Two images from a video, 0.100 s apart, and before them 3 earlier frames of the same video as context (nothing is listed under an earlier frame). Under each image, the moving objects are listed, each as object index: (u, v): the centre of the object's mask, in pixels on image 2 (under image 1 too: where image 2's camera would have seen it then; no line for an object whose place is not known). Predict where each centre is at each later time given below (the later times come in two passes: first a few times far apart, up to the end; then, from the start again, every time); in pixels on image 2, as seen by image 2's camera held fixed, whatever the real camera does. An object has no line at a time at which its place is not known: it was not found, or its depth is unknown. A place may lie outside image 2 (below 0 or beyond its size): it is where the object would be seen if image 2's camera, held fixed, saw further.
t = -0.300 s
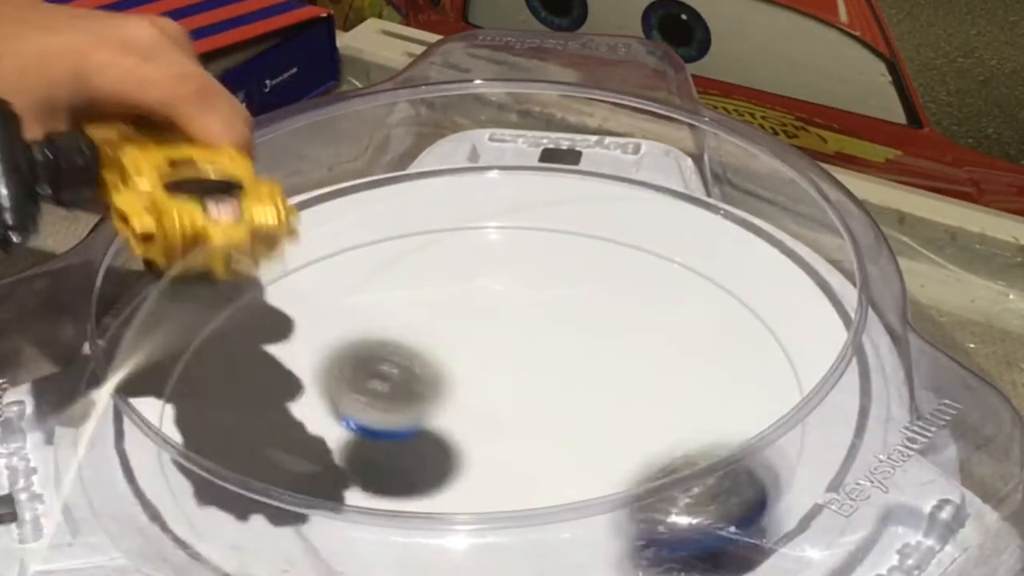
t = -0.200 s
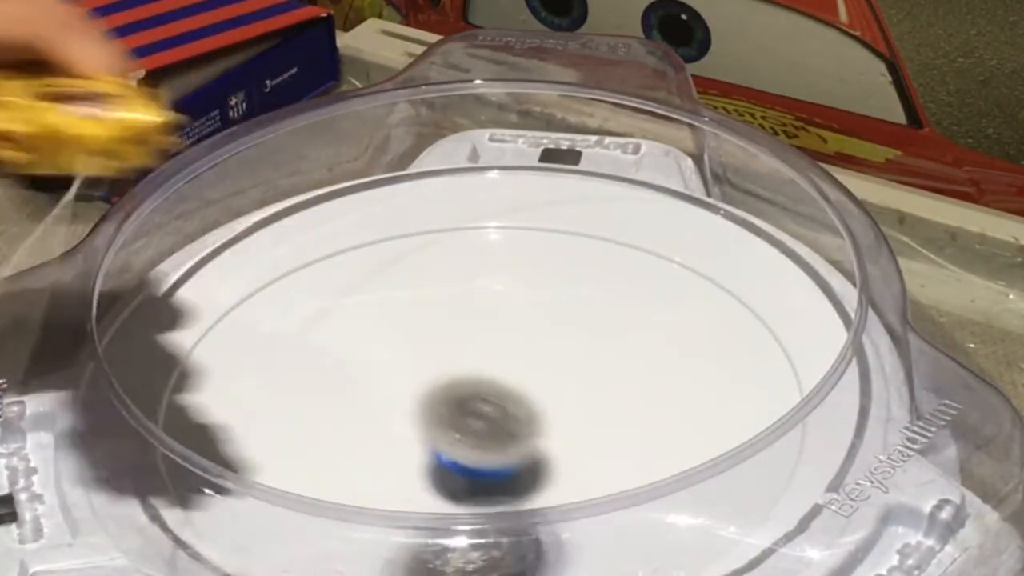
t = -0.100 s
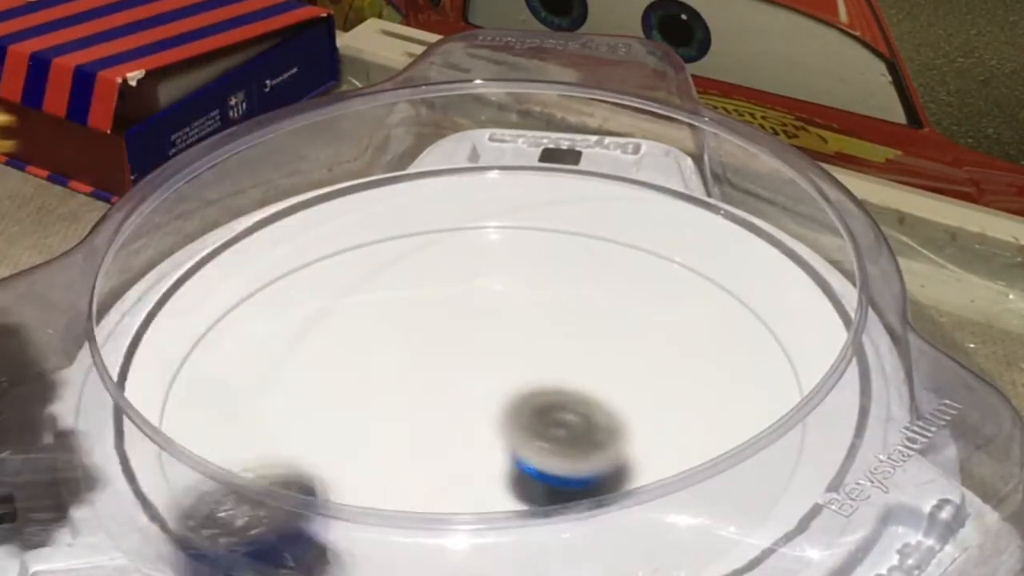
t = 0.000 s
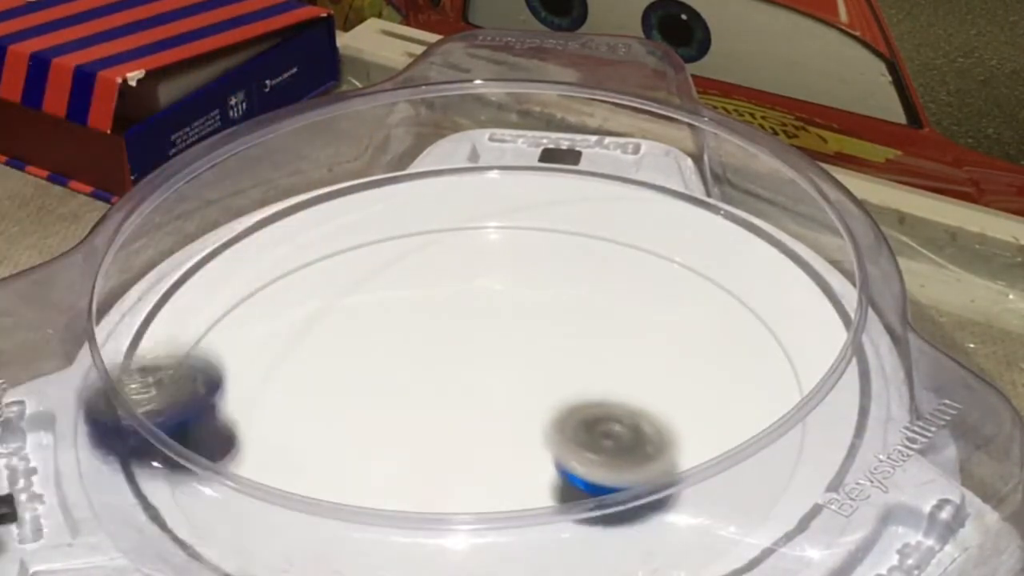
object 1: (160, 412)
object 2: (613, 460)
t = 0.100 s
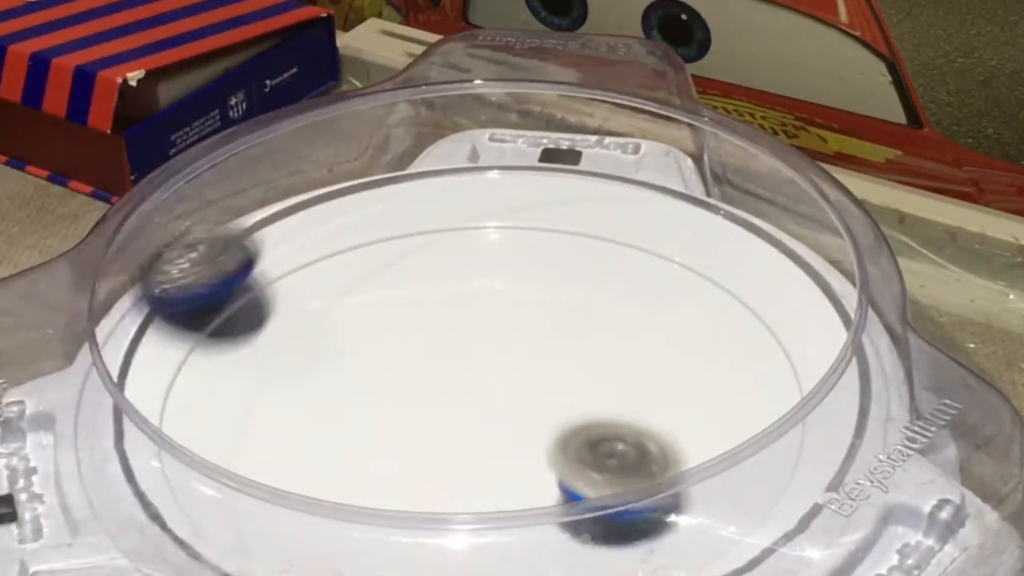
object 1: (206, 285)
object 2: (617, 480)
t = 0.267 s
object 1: (450, 187)
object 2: (530, 521)
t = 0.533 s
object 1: (581, 313)
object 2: (272, 457)
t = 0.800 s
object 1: (341, 524)
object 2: (564, 272)
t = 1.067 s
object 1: (266, 449)
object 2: (842, 393)
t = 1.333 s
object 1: (428, 286)
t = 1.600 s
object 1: (619, 383)
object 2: (254, 258)
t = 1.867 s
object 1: (465, 522)
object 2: (638, 166)
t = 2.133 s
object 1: (278, 450)
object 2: (468, 405)
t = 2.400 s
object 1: (266, 308)
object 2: (427, 453)
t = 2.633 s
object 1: (546, 315)
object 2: (310, 409)
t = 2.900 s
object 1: (686, 461)
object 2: (439, 343)
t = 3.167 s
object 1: (508, 554)
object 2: (552, 443)
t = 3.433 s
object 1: (314, 477)
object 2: (524, 366)
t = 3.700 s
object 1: (466, 312)
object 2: (551, 420)
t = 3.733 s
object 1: (490, 303)
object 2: (528, 427)
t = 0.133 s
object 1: (247, 257)
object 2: (609, 489)
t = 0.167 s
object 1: (295, 231)
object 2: (595, 498)
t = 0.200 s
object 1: (344, 207)
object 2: (576, 507)
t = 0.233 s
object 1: (397, 196)
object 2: (557, 516)
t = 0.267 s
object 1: (450, 187)
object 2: (530, 521)
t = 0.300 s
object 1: (506, 180)
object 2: (500, 525)
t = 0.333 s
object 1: (559, 172)
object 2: (467, 527)
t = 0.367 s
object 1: (606, 164)
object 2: (430, 529)
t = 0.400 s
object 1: (646, 171)
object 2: (387, 528)
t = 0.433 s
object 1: (633, 202)
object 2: (345, 525)
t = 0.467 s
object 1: (619, 236)
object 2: (307, 511)
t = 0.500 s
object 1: (601, 274)
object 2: (281, 486)
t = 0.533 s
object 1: (581, 313)
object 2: (272, 457)
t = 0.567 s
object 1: (557, 353)
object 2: (277, 427)
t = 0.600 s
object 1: (530, 392)
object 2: (294, 397)
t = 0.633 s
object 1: (502, 427)
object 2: (324, 368)
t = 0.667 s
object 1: (468, 455)
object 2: (362, 342)
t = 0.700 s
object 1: (437, 488)
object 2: (406, 319)
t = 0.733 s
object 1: (403, 509)
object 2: (455, 301)
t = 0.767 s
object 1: (371, 520)
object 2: (508, 284)
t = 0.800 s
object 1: (341, 524)
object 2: (564, 272)
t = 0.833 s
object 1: (311, 528)
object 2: (618, 265)
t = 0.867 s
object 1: (287, 527)
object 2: (672, 262)
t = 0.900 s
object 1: (268, 525)
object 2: (723, 265)
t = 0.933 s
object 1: (257, 519)
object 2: (752, 281)
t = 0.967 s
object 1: (253, 510)
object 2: (777, 308)
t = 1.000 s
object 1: (253, 495)
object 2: (802, 326)
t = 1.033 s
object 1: (258, 473)
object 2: (825, 353)
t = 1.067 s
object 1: (266, 449)
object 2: (842, 393)
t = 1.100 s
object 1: (279, 425)
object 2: (831, 430)
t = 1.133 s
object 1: (294, 403)
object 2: (814, 468)
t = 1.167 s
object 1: (315, 379)
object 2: (787, 507)
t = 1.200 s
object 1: (335, 356)
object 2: (747, 527)
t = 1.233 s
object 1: (356, 335)
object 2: (693, 539)
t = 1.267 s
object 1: (377, 314)
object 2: (624, 550)
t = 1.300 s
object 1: (401, 298)
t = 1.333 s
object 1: (428, 286)
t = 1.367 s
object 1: (457, 282)
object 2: (397, 542)
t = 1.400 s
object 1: (489, 282)
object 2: (336, 530)
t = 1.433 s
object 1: (520, 288)
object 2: (283, 504)
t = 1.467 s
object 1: (549, 300)
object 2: (247, 457)
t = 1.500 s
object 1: (574, 315)
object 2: (226, 407)
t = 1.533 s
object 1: (595, 336)
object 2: (222, 359)
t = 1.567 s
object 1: (610, 359)
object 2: (229, 303)
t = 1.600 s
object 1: (619, 383)
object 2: (254, 258)
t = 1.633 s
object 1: (622, 408)
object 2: (305, 230)
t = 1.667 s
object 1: (616, 430)
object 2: (367, 220)
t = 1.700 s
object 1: (601, 446)
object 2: (422, 188)
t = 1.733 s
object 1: (586, 477)
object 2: (480, 165)
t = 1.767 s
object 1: (562, 496)
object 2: (538, 148)
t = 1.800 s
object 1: (533, 511)
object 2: (593, 152)
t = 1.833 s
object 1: (498, 519)
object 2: (646, 158)
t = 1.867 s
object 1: (465, 522)
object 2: (638, 166)
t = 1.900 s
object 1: (431, 524)
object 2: (617, 189)
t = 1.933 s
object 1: (395, 523)
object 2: (603, 212)
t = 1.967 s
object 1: (367, 520)
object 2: (590, 245)
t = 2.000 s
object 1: (339, 513)
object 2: (579, 279)
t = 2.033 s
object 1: (314, 500)
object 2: (561, 314)
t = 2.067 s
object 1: (295, 485)
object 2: (535, 349)
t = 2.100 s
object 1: (284, 470)
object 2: (504, 379)
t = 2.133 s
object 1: (278, 450)
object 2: (468, 405)
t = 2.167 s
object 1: (279, 429)
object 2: (429, 425)
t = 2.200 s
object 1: (249, 408)
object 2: (426, 432)
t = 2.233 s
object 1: (224, 388)
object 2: (432, 443)
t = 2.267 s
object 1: (210, 367)
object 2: (436, 449)
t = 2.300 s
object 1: (210, 349)
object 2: (438, 452)
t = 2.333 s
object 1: (219, 334)
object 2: (437, 453)
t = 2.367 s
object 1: (239, 319)
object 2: (434, 454)
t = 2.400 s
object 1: (266, 308)
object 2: (427, 453)
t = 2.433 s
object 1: (300, 298)
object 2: (417, 452)
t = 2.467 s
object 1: (340, 292)
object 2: (405, 450)
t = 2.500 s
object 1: (383, 289)
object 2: (389, 446)
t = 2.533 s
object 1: (425, 291)
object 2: (370, 441)
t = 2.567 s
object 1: (468, 296)
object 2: (348, 434)
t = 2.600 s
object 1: (508, 304)
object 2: (328, 423)
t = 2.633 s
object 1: (546, 315)
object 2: (310, 409)
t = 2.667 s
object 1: (580, 329)
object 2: (300, 393)
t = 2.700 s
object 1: (610, 343)
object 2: (298, 377)
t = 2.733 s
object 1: (634, 361)
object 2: (307, 361)
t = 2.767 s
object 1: (654, 379)
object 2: (324, 349)
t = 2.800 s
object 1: (669, 399)
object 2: (344, 332)
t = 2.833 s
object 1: (679, 415)
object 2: (373, 329)
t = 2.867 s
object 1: (686, 441)
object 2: (405, 331)
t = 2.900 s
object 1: (686, 461)
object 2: (439, 343)
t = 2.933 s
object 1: (680, 479)
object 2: (473, 354)
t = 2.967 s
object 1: (669, 495)
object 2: (505, 367)
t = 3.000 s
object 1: (653, 509)
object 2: (531, 384)
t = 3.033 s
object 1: (633, 519)
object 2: (552, 404)
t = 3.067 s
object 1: (610, 524)
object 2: (565, 420)
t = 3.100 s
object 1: (583, 529)
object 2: (572, 436)
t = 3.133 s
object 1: (552, 539)
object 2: (567, 450)
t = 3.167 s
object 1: (508, 554)
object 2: (552, 443)
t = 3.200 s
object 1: (472, 555)
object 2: (534, 432)
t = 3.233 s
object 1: (433, 556)
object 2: (519, 421)
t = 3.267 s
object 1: (399, 549)
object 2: (509, 411)
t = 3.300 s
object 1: (371, 541)
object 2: (503, 401)
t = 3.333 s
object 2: (503, 391)
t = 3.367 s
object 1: (329, 523)
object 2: (505, 381)
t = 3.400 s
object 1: (319, 503)
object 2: (513, 372)
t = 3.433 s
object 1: (314, 477)
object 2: (524, 366)
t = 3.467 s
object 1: (320, 451)
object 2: (538, 363)
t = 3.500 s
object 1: (331, 427)
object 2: (552, 363)
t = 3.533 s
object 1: (347, 402)
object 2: (565, 367)
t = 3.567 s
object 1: (368, 379)
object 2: (576, 375)
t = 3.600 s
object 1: (391, 358)
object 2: (581, 385)
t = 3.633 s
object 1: (416, 340)
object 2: (578, 397)
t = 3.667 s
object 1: (441, 325)
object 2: (568, 409)
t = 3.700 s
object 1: (466, 312)
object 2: (551, 420)
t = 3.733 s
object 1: (490, 303)
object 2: (528, 427)
